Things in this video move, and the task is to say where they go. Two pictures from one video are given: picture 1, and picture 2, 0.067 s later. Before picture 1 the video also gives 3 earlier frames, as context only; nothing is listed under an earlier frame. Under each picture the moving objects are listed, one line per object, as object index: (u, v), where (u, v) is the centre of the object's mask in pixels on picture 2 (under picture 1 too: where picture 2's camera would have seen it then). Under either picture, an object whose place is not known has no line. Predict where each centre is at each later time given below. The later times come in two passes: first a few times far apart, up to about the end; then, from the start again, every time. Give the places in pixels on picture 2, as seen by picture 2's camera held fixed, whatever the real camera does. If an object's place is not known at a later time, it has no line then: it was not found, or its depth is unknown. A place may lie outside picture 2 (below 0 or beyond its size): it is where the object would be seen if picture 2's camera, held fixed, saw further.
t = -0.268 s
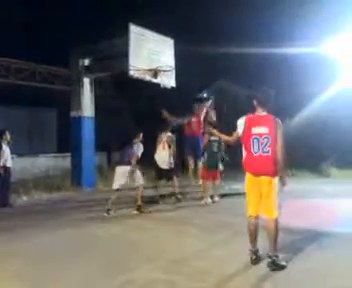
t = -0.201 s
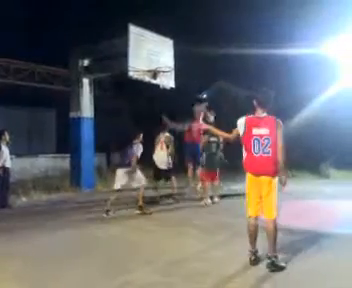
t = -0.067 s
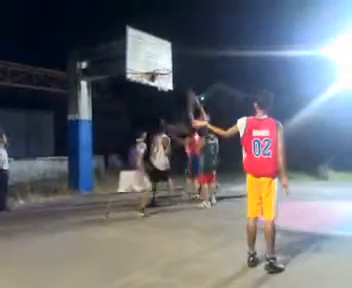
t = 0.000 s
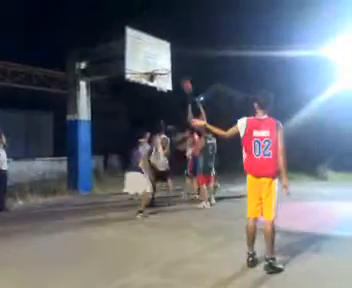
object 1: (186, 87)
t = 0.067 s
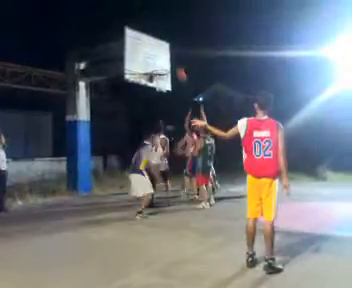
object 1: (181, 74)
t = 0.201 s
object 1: (174, 56)
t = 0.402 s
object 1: (175, 47)
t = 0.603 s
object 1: (177, 52)
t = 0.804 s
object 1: (182, 75)
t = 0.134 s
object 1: (177, 65)
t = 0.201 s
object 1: (174, 56)
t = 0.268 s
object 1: (173, 51)
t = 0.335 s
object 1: (174, 48)
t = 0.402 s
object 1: (175, 47)
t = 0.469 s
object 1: (175, 47)
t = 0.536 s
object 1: (176, 48)
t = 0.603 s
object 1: (177, 52)
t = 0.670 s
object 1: (178, 56)
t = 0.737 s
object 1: (180, 65)
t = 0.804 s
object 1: (182, 75)
